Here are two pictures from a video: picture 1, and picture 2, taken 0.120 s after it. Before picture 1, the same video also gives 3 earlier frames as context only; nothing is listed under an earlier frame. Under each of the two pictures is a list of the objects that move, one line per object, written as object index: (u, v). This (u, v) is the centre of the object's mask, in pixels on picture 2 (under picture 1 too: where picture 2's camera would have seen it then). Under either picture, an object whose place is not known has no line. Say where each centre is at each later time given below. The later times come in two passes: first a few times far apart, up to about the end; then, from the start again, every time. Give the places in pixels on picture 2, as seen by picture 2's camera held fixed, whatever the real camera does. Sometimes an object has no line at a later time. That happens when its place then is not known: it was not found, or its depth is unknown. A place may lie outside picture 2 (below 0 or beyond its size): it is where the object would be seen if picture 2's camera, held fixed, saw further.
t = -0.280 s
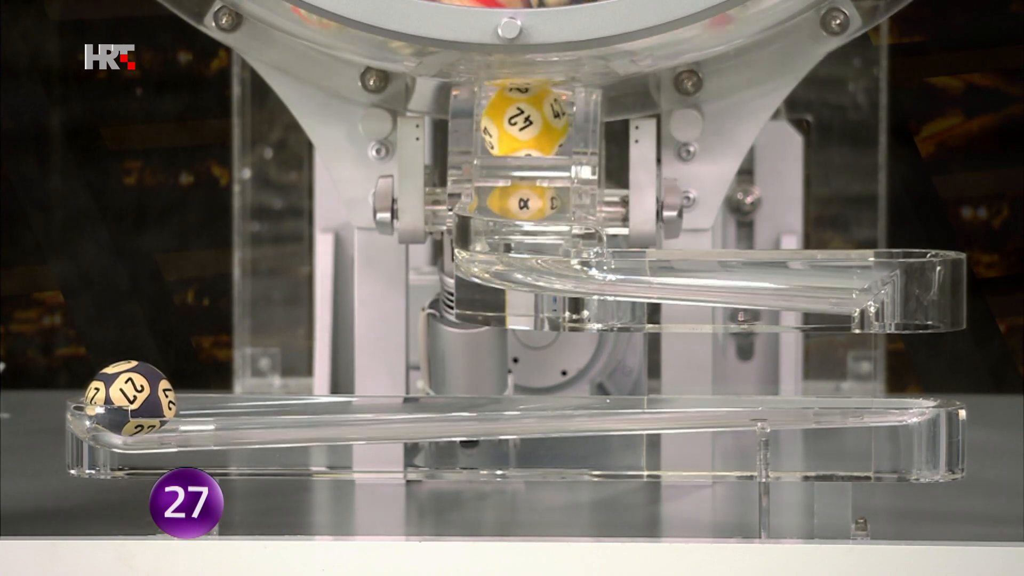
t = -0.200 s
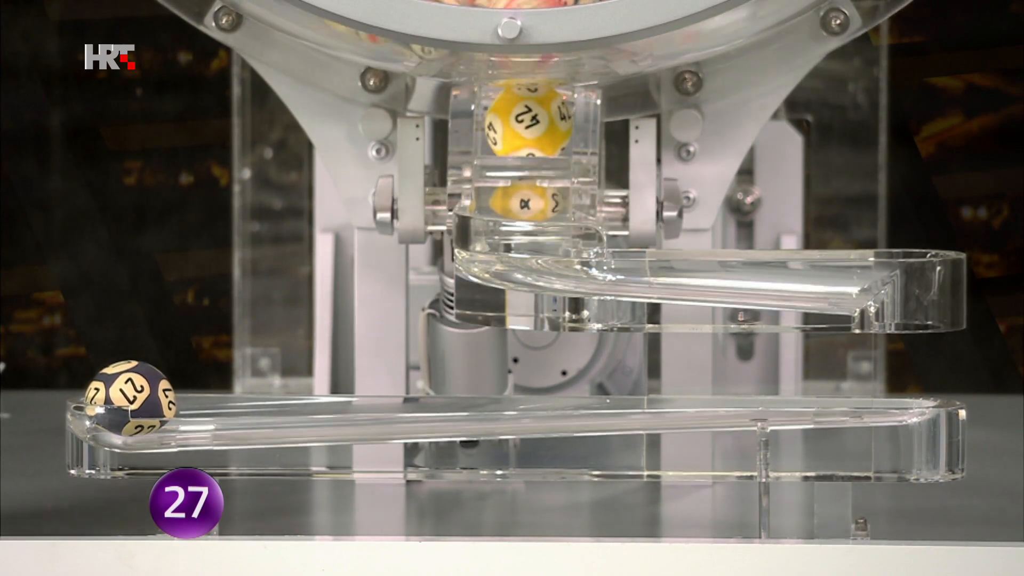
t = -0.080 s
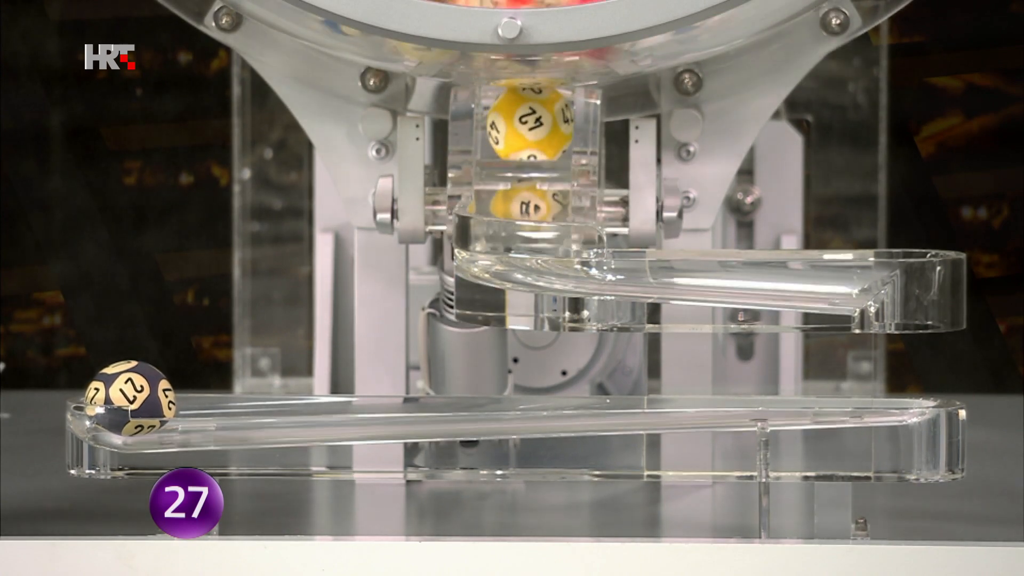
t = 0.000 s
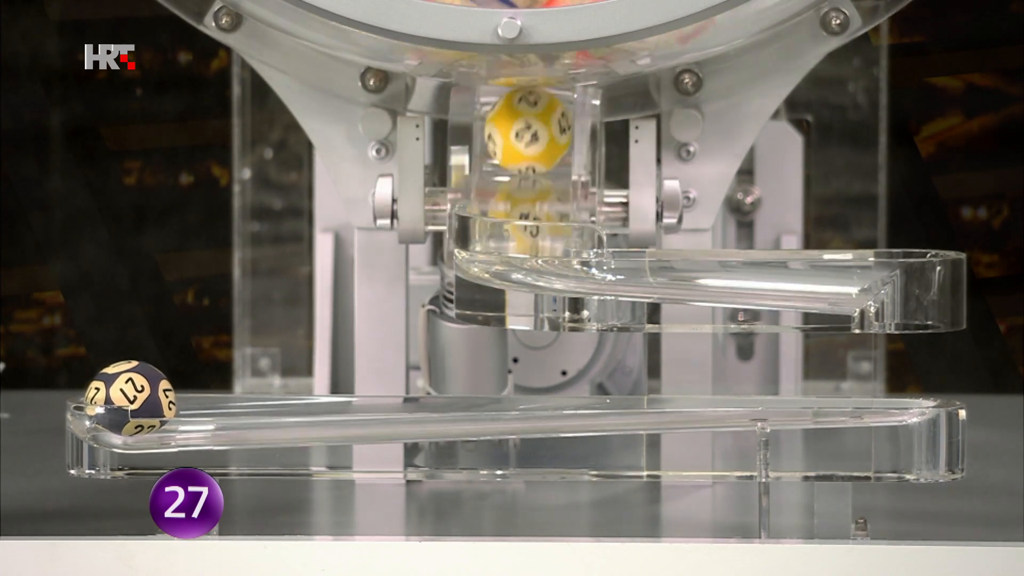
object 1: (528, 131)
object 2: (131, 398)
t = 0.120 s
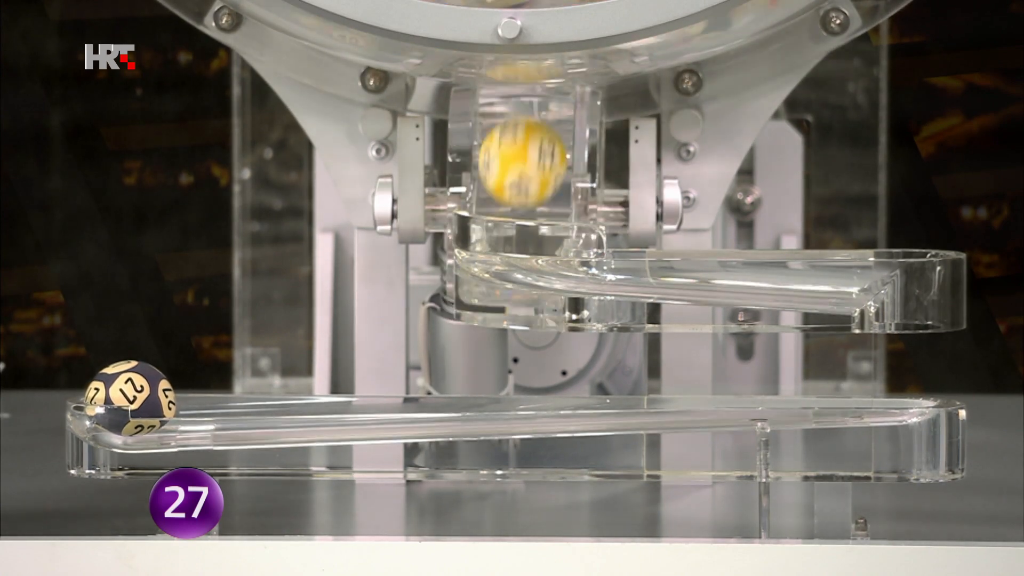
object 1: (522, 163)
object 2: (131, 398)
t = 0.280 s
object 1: (520, 224)
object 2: (131, 398)
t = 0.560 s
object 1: (761, 255)
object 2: (131, 398)
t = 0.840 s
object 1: (911, 350)
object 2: (131, 398)
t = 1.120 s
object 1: (897, 364)
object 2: (131, 398)
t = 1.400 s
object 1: (872, 373)
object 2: (131, 398)
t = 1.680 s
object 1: (821, 375)
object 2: (131, 398)
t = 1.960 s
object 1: (743, 376)
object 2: (131, 398)
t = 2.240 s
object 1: (640, 379)
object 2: (131, 398)
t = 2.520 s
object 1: (512, 384)
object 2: (131, 398)
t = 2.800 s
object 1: (363, 389)
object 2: (132, 398)
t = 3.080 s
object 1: (227, 394)
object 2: (130, 397)
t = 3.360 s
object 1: (274, 394)
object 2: (138, 398)
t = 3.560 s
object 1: (294, 392)
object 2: (139, 398)
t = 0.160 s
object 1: (521, 184)
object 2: (131, 398)
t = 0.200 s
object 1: (519, 207)
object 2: (131, 398)
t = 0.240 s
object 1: (519, 220)
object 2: (131, 398)
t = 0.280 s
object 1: (520, 224)
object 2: (131, 398)
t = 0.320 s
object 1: (535, 231)
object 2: (131, 398)
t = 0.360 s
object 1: (565, 241)
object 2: (131, 398)
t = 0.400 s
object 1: (607, 246)
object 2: (131, 398)
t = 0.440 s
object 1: (646, 247)
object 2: (131, 398)
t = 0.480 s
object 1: (681, 251)
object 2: (131, 398)
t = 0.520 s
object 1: (720, 253)
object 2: (131, 398)
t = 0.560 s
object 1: (761, 255)
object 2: (131, 398)
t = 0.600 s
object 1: (802, 256)
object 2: (131, 398)
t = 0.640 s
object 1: (846, 260)
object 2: (131, 398)
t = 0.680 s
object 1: (889, 274)
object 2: (131, 398)
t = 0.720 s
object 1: (900, 295)
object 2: (131, 398)
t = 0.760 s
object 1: (906, 304)
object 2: (132, 398)
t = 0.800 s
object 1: (903, 322)
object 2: (132, 398)
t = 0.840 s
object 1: (911, 350)
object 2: (131, 398)
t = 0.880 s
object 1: (898, 354)
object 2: (131, 398)
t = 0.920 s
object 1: (908, 362)
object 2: (132, 398)
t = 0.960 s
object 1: (895, 355)
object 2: (132, 398)
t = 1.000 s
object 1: (894, 367)
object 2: (132, 398)
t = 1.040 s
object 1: (897, 364)
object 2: (131, 398)
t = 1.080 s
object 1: (897, 361)
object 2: (131, 398)
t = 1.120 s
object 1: (897, 364)
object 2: (131, 398)
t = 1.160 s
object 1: (896, 371)
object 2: (132, 398)
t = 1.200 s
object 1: (893, 370)
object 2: (131, 398)
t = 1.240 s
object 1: (890, 368)
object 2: (131, 398)
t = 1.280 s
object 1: (887, 371)
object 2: (131, 398)
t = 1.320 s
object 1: (882, 371)
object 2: (131, 398)
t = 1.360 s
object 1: (877, 371)
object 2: (131, 398)
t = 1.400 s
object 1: (872, 373)
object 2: (131, 398)
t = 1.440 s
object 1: (866, 372)
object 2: (131, 398)
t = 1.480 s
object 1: (859, 374)
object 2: (131, 398)
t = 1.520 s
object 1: (853, 373)
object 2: (131, 398)
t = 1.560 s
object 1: (846, 374)
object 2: (131, 398)
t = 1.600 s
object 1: (838, 374)
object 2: (131, 398)
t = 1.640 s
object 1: (831, 374)
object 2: (131, 398)
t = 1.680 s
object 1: (821, 375)
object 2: (131, 398)
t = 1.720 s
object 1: (812, 375)
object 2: (131, 398)
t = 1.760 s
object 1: (801, 375)
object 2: (131, 398)
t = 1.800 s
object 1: (791, 375)
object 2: (131, 398)
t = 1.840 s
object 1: (780, 376)
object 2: (131, 398)
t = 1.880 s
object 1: (768, 375)
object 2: (131, 398)
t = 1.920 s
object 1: (755, 376)
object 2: (131, 398)
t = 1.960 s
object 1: (743, 376)
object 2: (131, 398)
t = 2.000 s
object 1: (730, 376)
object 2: (131, 398)
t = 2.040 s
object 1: (717, 376)
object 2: (131, 398)
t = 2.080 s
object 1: (701, 376)
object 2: (131, 398)
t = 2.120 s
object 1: (686, 377)
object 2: (131, 398)
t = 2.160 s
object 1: (672, 378)
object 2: (131, 398)
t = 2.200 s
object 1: (656, 379)
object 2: (131, 398)
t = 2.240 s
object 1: (640, 379)
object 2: (131, 398)
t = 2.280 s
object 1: (623, 379)
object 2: (131, 398)
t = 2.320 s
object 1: (606, 381)
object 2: (131, 398)
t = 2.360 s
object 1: (588, 380)
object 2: (131, 398)
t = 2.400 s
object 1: (570, 380)
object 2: (131, 398)
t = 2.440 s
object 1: (550, 382)
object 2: (131, 398)
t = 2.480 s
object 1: (531, 384)
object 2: (131, 398)
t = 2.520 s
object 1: (512, 384)
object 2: (131, 398)
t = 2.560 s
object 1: (492, 384)
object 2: (131, 398)
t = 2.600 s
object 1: (471, 386)
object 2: (131, 398)
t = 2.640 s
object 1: (451, 386)
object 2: (132, 398)
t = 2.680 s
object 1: (430, 386)
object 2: (131, 398)
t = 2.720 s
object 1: (407, 389)
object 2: (131, 398)
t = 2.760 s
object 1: (386, 389)
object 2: (131, 398)
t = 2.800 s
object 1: (363, 389)
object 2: (132, 398)
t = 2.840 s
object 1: (339, 390)
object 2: (132, 398)
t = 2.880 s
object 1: (315, 391)
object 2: (131, 398)
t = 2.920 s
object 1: (291, 391)
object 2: (131, 398)
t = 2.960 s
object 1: (266, 392)
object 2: (131, 398)
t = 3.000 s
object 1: (242, 394)
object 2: (131, 398)
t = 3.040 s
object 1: (219, 395)
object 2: (128, 397)
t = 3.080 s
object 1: (227, 394)
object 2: (130, 397)
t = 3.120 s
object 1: (235, 394)
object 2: (138, 397)
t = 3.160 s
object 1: (242, 394)
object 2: (141, 397)
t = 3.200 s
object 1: (249, 394)
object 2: (144, 398)
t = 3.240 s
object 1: (256, 393)
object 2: (145, 398)
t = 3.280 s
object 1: (262, 393)
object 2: (144, 397)
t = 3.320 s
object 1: (268, 393)
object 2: (142, 398)
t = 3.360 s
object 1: (274, 394)
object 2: (138, 398)
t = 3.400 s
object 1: (280, 394)
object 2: (133, 398)
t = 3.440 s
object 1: (284, 393)
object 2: (129, 398)
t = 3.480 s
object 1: (288, 393)
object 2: (132, 398)
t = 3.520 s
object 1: (291, 392)
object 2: (136, 398)
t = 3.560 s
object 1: (294, 392)
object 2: (139, 398)
